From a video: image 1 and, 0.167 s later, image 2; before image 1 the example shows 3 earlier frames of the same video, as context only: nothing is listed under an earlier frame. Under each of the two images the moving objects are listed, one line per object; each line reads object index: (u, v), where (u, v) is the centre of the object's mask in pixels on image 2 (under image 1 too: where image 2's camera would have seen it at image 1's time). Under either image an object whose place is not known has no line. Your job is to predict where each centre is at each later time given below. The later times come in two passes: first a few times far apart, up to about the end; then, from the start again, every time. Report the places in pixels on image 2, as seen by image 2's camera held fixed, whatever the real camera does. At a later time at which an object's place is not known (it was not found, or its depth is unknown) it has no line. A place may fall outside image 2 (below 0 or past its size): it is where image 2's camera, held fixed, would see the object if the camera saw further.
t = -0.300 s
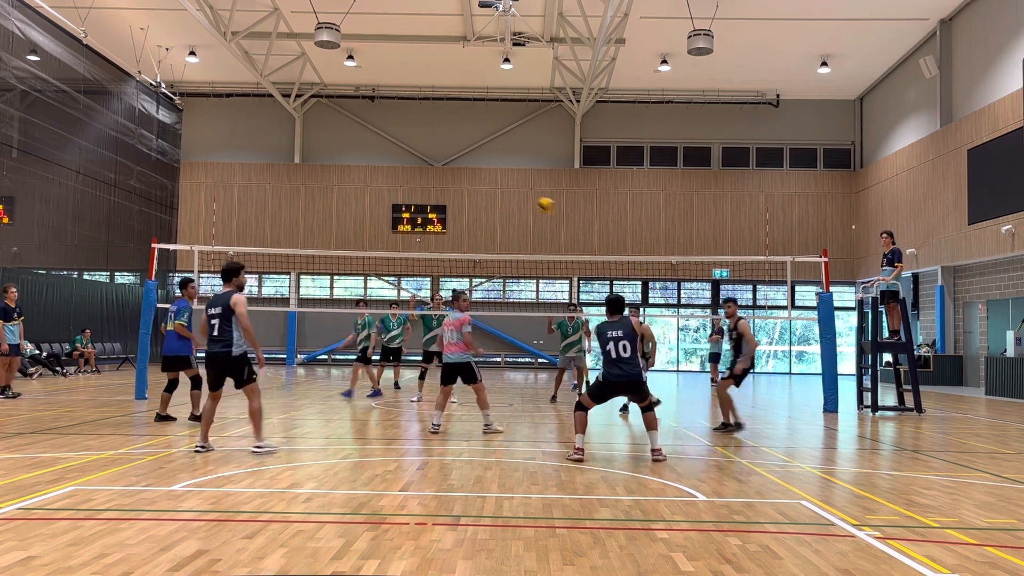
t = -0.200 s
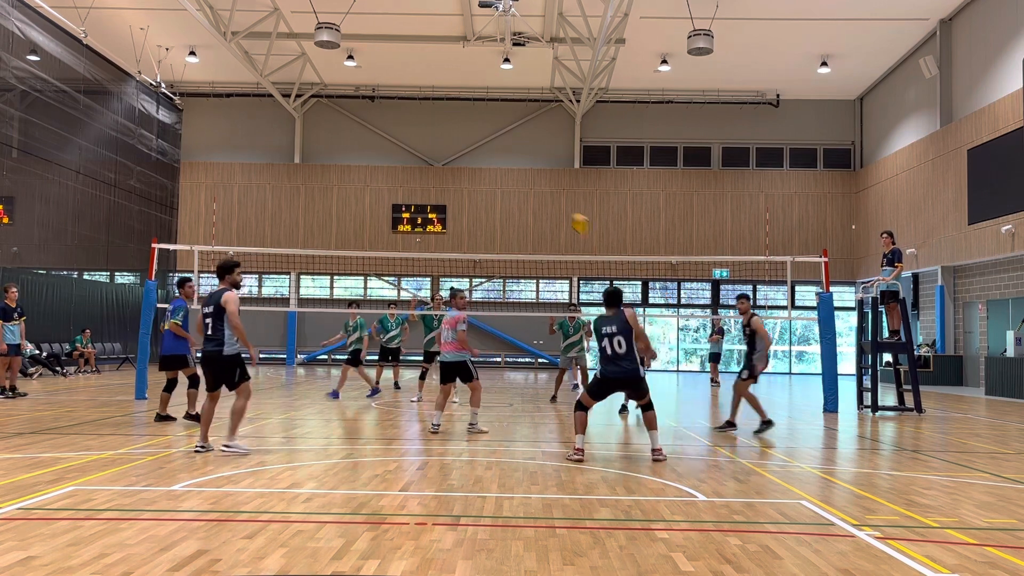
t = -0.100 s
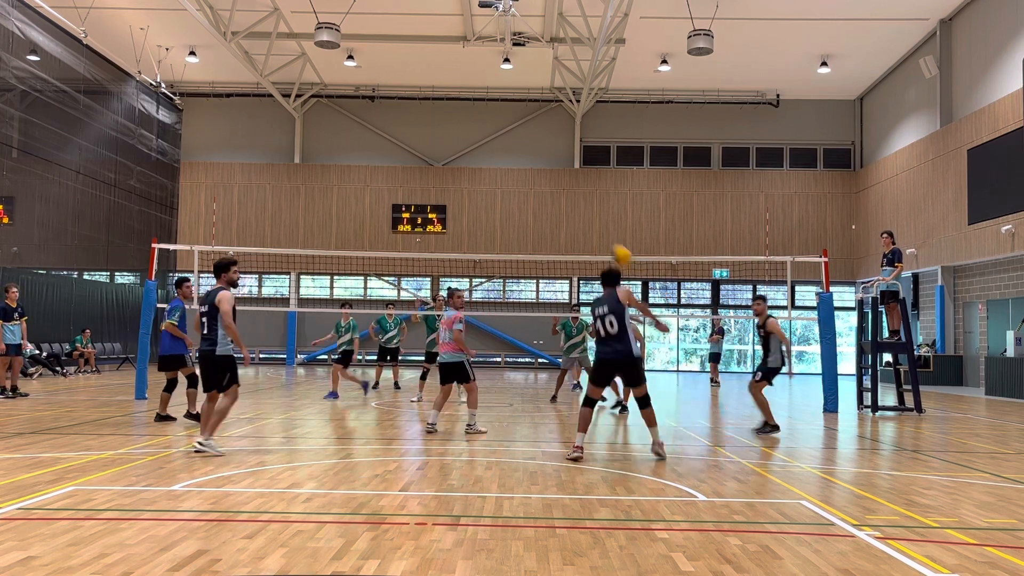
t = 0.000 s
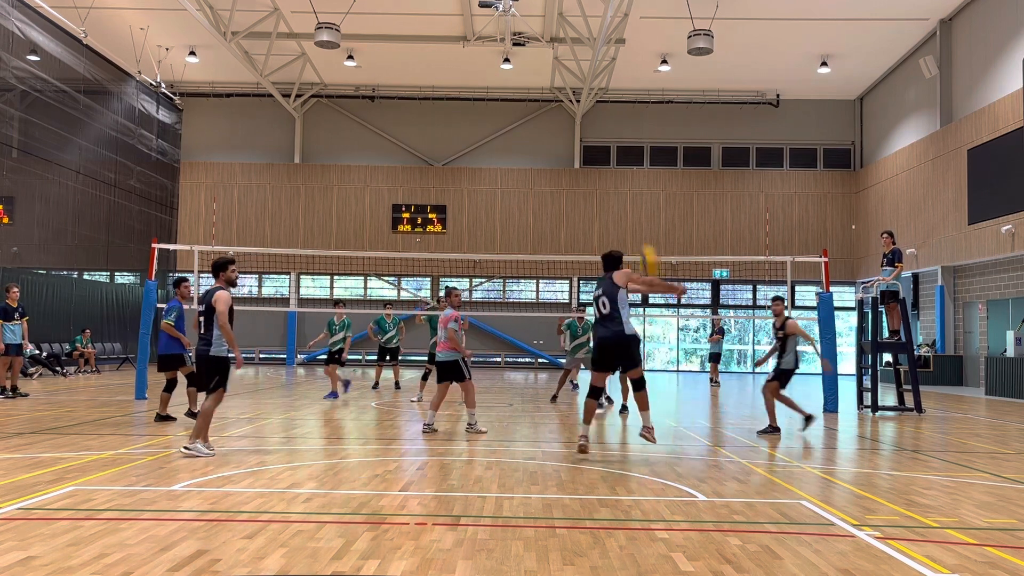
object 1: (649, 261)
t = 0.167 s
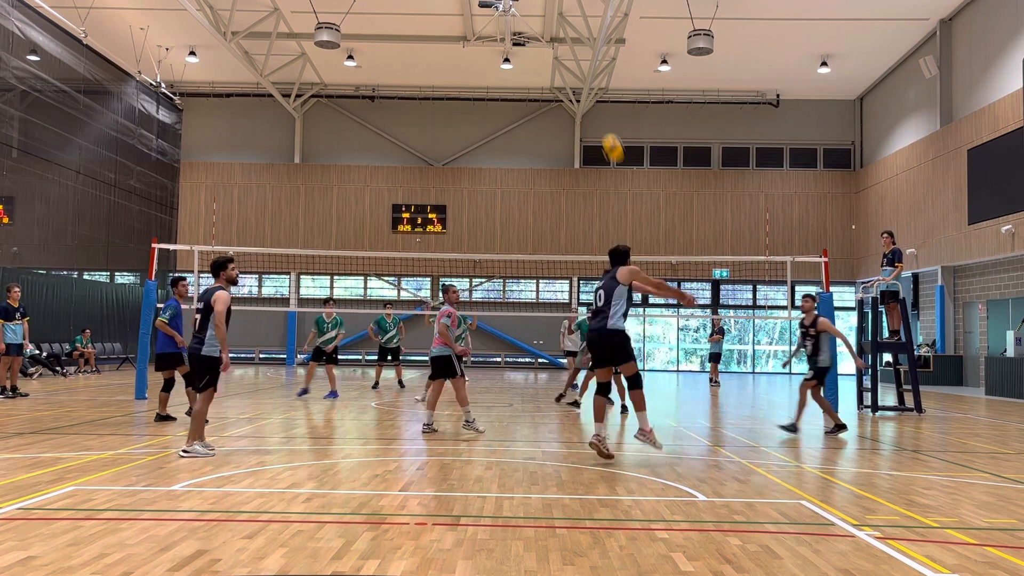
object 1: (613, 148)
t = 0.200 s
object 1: (606, 130)
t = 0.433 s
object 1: (563, 42)
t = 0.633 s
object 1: (531, 14)
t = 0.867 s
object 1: (498, 24)
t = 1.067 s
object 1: (470, 64)
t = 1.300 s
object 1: (442, 145)
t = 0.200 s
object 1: (606, 130)
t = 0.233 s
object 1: (599, 114)
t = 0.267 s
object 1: (594, 99)
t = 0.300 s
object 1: (587, 85)
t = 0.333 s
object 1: (581, 73)
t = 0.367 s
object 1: (575, 61)
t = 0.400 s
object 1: (569, 52)
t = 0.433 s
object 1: (563, 42)
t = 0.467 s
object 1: (557, 36)
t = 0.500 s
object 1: (552, 29)
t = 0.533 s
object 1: (546, 24)
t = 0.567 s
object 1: (541, 19)
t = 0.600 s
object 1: (536, 16)
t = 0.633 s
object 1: (531, 14)
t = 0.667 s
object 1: (525, 12)
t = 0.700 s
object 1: (520, 12)
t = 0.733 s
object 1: (516, 12)
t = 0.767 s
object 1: (511, 14)
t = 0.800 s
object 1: (506, 16)
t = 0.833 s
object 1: (502, 20)
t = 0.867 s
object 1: (498, 24)
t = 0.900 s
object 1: (493, 28)
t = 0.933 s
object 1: (487, 34)
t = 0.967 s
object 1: (483, 40)
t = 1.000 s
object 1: (478, 48)
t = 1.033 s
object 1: (475, 57)
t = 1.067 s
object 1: (470, 64)
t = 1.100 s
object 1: (466, 74)
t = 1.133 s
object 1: (462, 85)
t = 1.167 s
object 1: (458, 96)
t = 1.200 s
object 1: (454, 108)
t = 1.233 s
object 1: (450, 120)
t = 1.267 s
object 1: (446, 132)
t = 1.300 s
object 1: (442, 145)
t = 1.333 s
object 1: (439, 159)
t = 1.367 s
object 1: (435, 174)
